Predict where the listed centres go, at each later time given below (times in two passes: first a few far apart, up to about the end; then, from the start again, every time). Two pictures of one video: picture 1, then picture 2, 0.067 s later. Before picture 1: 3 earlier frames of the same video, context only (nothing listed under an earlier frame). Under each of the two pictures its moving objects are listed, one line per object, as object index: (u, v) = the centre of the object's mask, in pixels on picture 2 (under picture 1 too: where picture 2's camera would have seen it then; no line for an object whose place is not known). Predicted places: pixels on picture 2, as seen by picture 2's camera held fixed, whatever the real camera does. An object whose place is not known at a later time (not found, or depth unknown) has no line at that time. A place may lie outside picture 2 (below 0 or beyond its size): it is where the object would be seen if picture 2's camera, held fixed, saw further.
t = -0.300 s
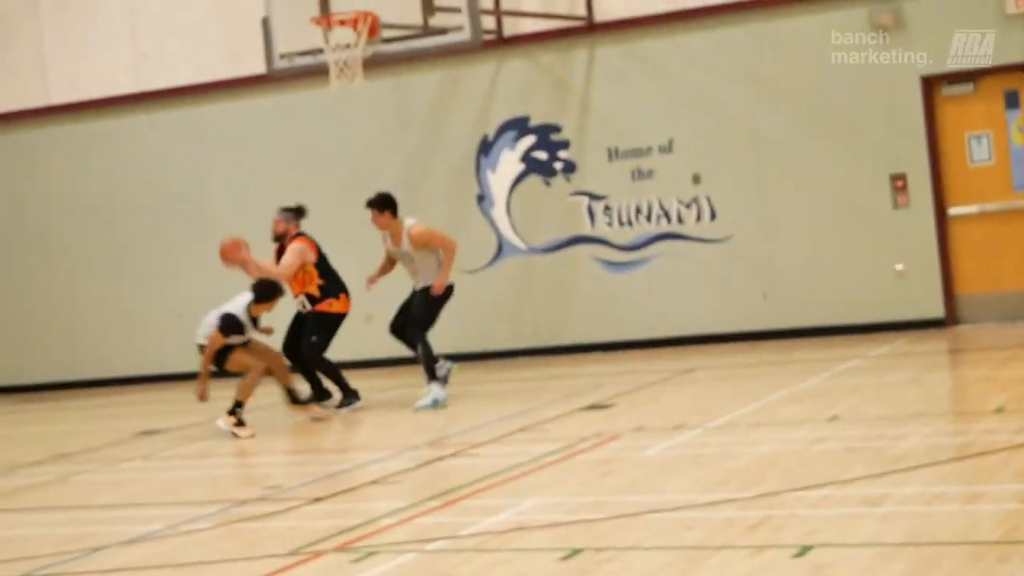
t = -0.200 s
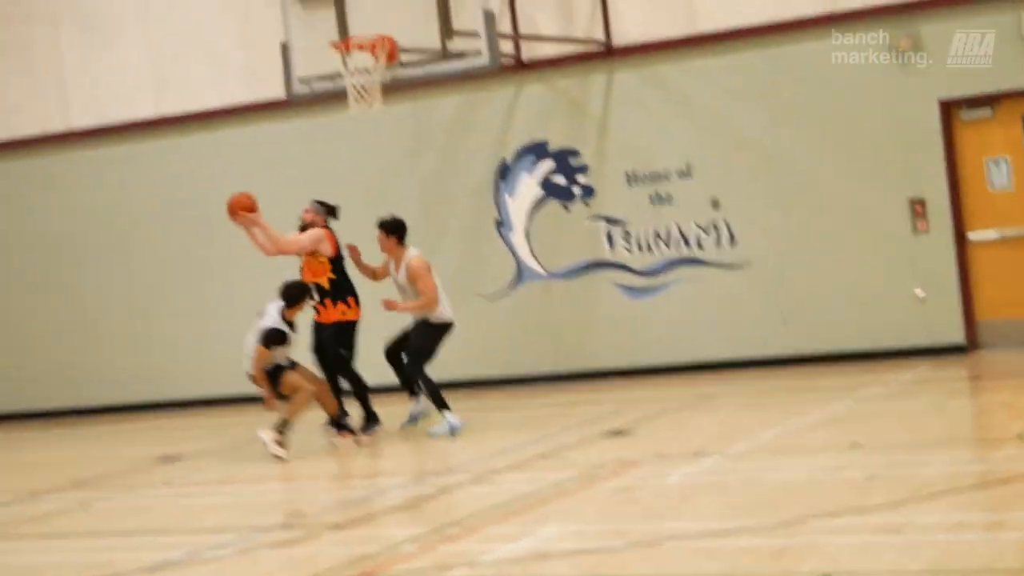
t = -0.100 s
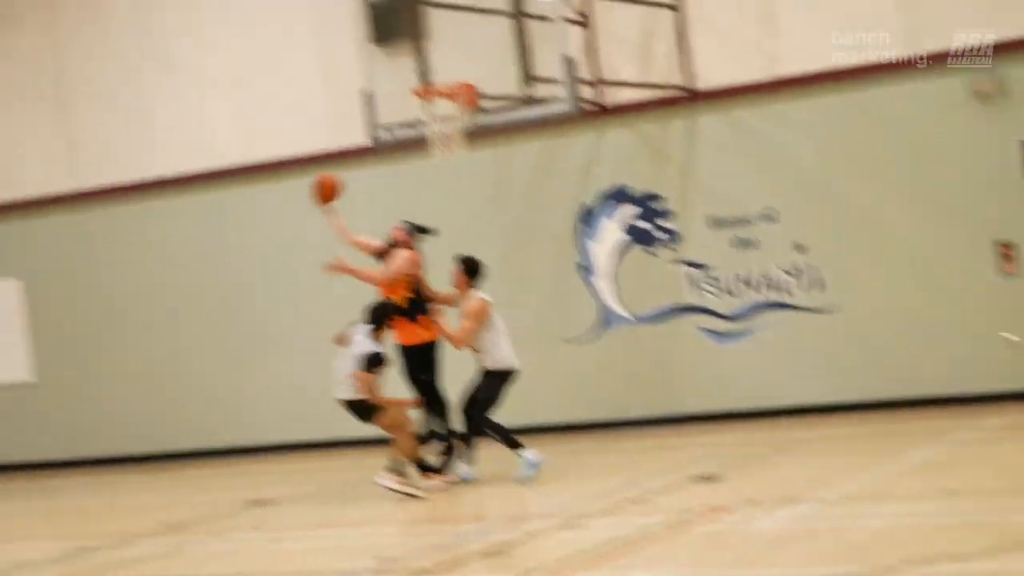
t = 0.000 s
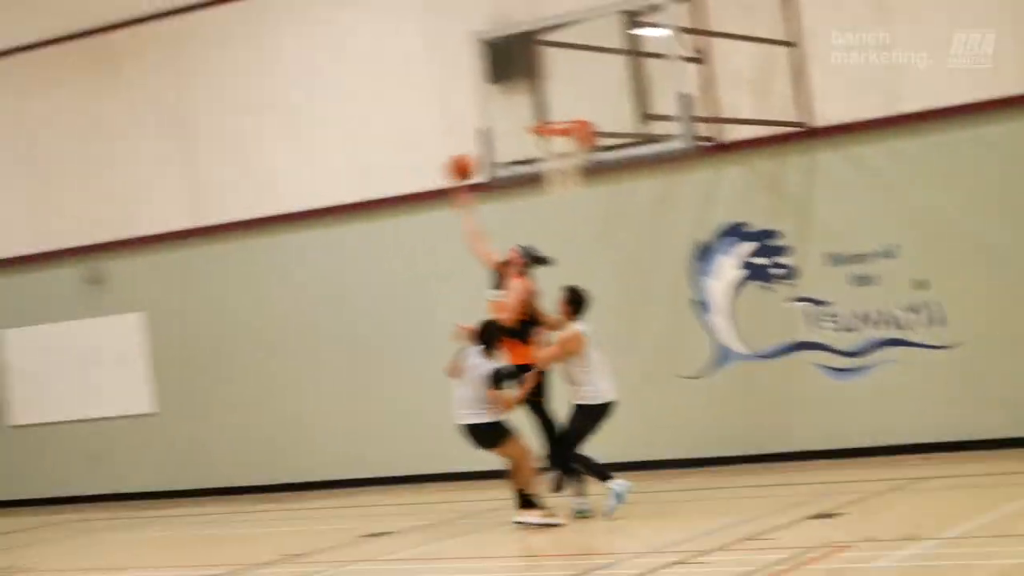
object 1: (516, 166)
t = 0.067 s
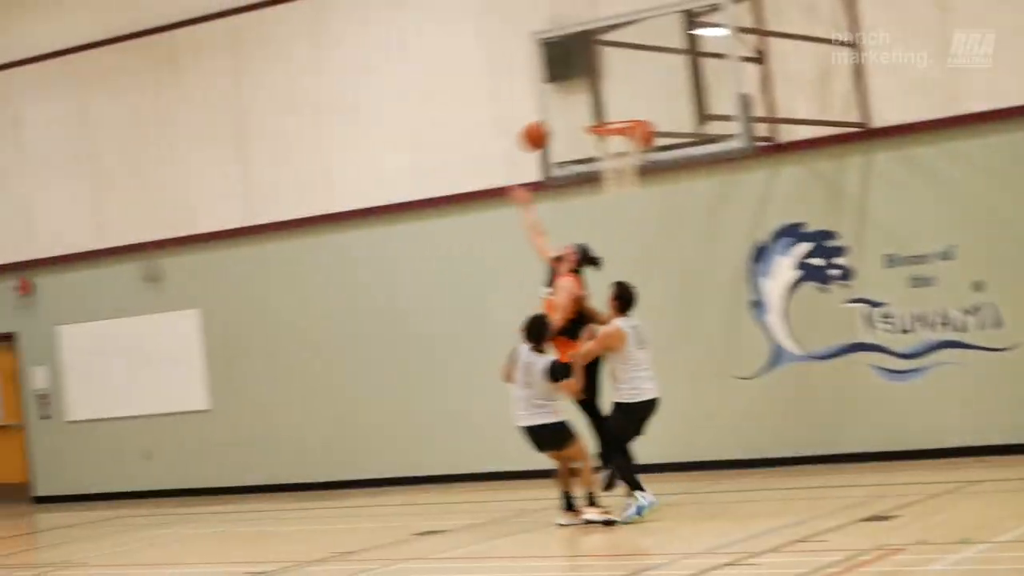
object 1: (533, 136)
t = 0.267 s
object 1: (588, 77)
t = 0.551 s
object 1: (606, 95)
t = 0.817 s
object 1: (618, 116)
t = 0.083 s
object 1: (539, 128)
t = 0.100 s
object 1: (545, 122)
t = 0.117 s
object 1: (550, 116)
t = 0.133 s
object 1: (556, 110)
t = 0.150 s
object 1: (561, 103)
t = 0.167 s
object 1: (566, 99)
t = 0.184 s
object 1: (571, 94)
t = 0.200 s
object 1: (576, 89)
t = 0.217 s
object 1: (580, 85)
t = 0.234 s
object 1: (585, 81)
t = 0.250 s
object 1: (587, 79)
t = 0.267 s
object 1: (588, 77)
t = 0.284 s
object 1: (588, 75)
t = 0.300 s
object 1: (589, 74)
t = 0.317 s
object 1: (589, 73)
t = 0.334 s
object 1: (590, 73)
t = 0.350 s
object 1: (591, 72)
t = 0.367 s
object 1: (593, 72)
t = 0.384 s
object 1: (594, 73)
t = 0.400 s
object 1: (595, 74)
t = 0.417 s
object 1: (597, 74)
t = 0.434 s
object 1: (598, 75)
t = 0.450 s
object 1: (599, 77)
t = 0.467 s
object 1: (600, 79)
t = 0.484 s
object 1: (601, 82)
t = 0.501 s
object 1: (602, 84)
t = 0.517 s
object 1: (604, 88)
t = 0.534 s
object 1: (605, 91)
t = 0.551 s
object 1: (606, 95)
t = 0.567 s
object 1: (608, 99)
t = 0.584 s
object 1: (609, 103)
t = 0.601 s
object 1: (611, 109)
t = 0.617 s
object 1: (612, 112)
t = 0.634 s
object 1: (613, 111)
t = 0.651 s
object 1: (614, 111)
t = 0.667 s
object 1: (616, 112)
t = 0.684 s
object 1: (617, 113)
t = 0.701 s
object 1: (618, 114)
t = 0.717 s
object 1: (619, 115)
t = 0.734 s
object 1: (621, 115)
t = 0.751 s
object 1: (621, 116)
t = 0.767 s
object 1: (620, 116)
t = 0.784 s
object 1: (620, 116)
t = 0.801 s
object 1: (620, 116)
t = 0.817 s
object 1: (618, 116)
